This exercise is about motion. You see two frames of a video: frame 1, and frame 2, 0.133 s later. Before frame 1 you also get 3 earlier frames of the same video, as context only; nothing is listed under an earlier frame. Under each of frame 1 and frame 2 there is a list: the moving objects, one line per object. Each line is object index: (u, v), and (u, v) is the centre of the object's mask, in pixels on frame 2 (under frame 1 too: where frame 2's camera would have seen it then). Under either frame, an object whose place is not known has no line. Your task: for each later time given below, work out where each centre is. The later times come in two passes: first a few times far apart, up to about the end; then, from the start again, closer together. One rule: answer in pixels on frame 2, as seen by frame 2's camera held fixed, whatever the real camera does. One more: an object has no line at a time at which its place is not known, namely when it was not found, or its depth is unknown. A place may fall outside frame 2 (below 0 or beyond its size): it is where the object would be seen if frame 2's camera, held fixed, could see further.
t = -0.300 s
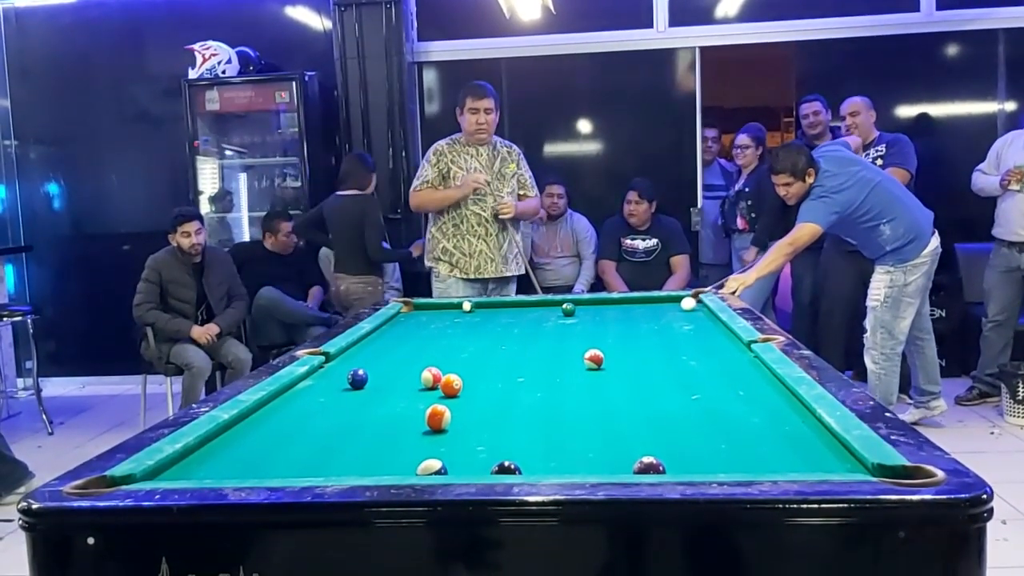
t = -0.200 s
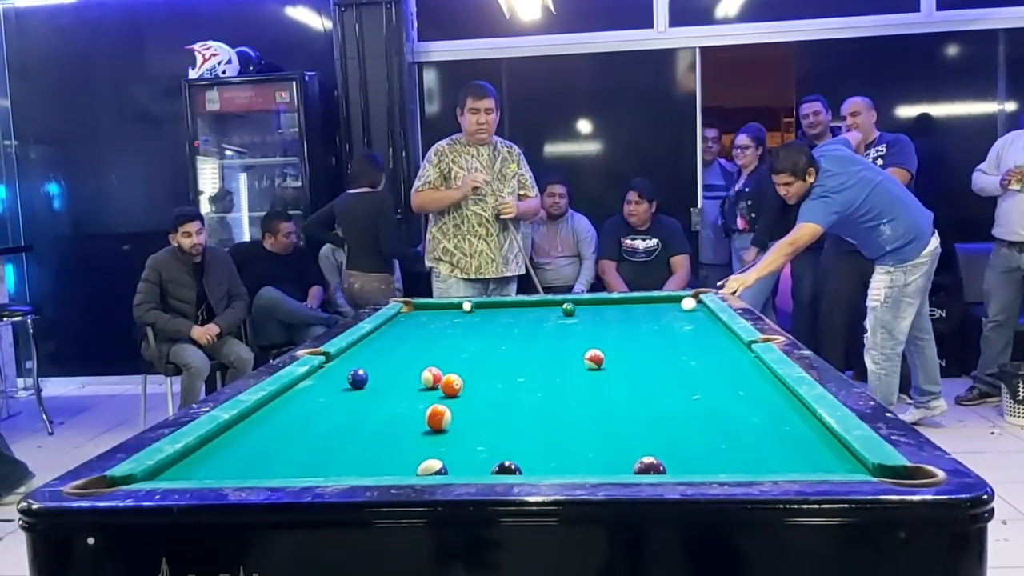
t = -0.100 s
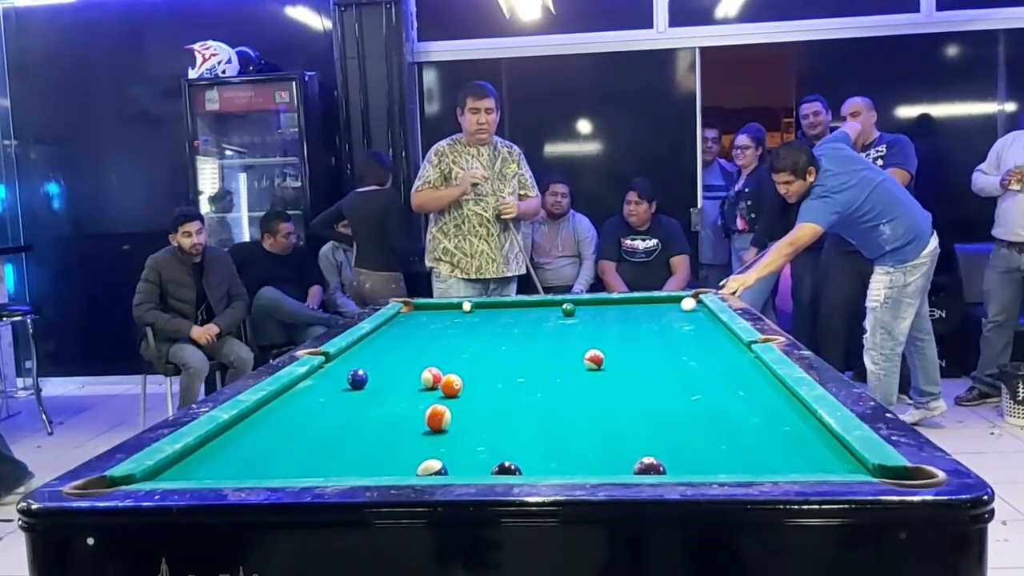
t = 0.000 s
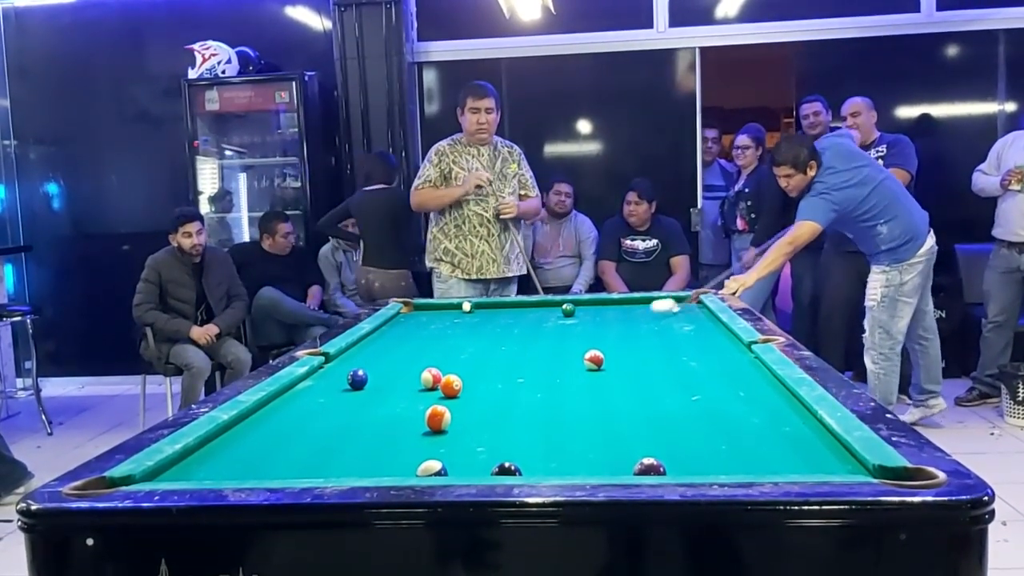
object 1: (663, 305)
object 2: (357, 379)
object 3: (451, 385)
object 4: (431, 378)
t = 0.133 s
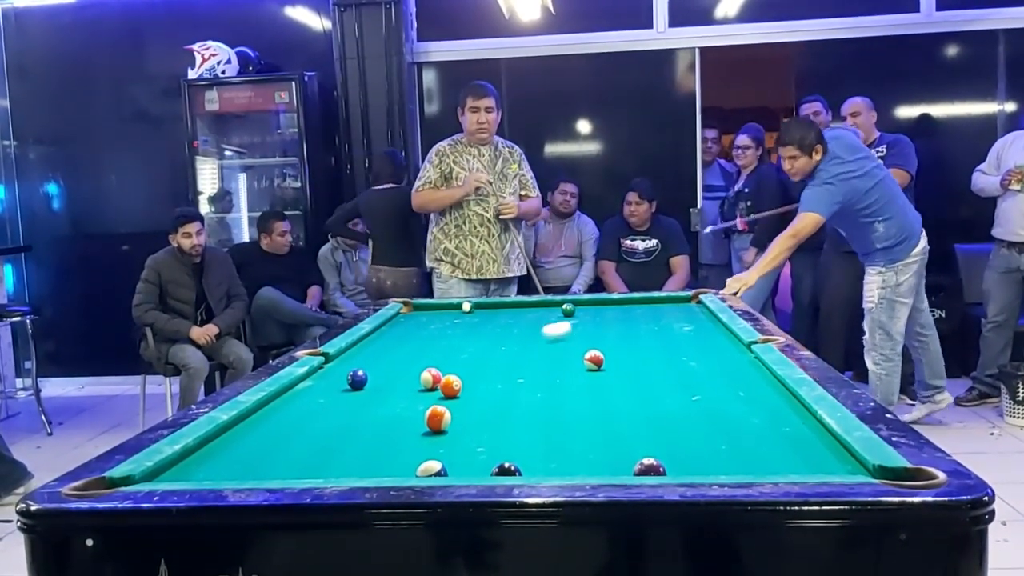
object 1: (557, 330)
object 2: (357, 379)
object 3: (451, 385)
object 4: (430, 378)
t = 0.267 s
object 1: (427, 358)
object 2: (357, 379)
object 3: (451, 385)
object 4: (431, 378)
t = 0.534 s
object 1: (362, 366)
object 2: (215, 446)
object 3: (451, 385)
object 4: (430, 378)
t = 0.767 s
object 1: (445, 354)
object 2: (217, 457)
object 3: (451, 385)
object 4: (430, 378)
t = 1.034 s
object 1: (526, 341)
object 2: (325, 423)
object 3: (451, 385)
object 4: (430, 378)
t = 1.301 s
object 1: (596, 330)
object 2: (401, 397)
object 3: (451, 385)
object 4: (430, 378)
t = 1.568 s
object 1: (657, 321)
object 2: (444, 382)
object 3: (470, 384)
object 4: (427, 374)
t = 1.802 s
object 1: (703, 314)
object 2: (469, 377)
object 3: (495, 383)
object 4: (422, 367)
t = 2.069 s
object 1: (671, 311)
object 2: (493, 372)
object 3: (520, 381)
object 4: (416, 360)
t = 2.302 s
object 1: (643, 309)
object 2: (511, 368)
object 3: (538, 381)
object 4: (411, 354)
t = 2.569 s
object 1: (615, 307)
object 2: (528, 364)
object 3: (554, 380)
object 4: (406, 349)
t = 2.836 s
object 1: (590, 306)
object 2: (542, 361)
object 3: (565, 379)
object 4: (403, 344)
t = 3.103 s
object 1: (567, 302)
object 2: (552, 359)
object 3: (572, 378)
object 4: (399, 340)
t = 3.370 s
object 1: (548, 303)
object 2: (558, 357)
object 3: (574, 378)
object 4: (396, 337)
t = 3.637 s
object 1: (534, 303)
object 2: (561, 356)
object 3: (574, 378)
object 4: (395, 335)
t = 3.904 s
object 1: (524, 304)
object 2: (562, 356)
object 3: (574, 378)
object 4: (394, 333)
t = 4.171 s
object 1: (515, 305)
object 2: (562, 356)
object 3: (574, 378)
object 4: (393, 331)
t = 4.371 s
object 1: (511, 306)
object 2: (562, 356)
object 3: (574, 378)
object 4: (393, 330)
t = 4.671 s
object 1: (506, 307)
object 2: (562, 356)
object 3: (574, 378)
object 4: (393, 329)
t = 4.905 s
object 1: (504, 307)
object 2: (562, 356)
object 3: (574, 378)
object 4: (394, 329)
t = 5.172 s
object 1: (504, 307)
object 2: (562, 356)
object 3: (574, 378)
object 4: (394, 329)
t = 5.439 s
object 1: (504, 307)
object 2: (562, 356)
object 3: (574, 378)
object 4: (394, 329)
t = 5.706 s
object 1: (504, 308)
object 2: (562, 356)
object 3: (574, 378)
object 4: (394, 329)
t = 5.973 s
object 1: (504, 308)
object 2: (562, 356)
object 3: (574, 378)
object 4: (394, 329)
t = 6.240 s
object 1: (503, 307)
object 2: (562, 355)
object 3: (573, 377)
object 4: (394, 328)
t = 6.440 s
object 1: (504, 307)
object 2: (562, 356)
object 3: (574, 378)
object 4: (394, 329)
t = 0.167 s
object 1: (527, 337)
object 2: (357, 379)
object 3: (451, 385)
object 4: (431, 378)
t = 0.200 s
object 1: (496, 344)
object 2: (357, 379)
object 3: (451, 385)
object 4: (431, 378)
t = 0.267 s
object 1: (427, 358)
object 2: (357, 379)
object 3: (451, 385)
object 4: (431, 378)
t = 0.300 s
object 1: (391, 368)
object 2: (357, 379)
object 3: (451, 385)
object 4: (431, 378)
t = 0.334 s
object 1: (361, 371)
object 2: (350, 382)
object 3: (451, 385)
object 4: (431, 378)
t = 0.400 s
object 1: (320, 373)
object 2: (310, 402)
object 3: (451, 385)
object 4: (431, 378)
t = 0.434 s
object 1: (321, 372)
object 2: (289, 411)
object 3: (451, 385)
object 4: (431, 378)
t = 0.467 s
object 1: (336, 370)
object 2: (264, 423)
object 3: (451, 385)
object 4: (431, 378)
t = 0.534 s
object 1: (362, 366)
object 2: (215, 446)
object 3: (451, 385)
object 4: (430, 378)
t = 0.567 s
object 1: (375, 364)
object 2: (190, 459)
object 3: (451, 385)
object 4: (431, 378)
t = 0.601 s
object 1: (387, 362)
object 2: (167, 469)
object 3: (451, 385)
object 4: (431, 378)
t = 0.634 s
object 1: (399, 361)
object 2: (153, 475)
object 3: (451, 385)
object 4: (431, 378)
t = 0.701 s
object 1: (423, 357)
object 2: (175, 462)
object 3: (451, 385)
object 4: (430, 378)
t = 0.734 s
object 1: (434, 355)
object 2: (195, 456)
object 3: (451, 385)
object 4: (431, 378)
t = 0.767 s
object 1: (445, 354)
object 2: (217, 457)
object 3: (451, 385)
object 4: (430, 378)
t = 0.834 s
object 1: (466, 350)
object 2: (251, 445)
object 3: (451, 385)
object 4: (430, 378)
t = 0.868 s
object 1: (477, 349)
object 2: (265, 442)
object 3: (451, 385)
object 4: (430, 378)
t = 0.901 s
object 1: (487, 347)
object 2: (278, 439)
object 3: (451, 385)
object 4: (430, 378)
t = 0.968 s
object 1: (507, 344)
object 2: (302, 430)
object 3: (451, 385)
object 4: (430, 378)
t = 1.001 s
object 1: (517, 342)
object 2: (313, 427)
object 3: (451, 385)
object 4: (430, 378)
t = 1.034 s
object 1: (526, 341)
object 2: (325, 423)
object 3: (451, 385)
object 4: (430, 378)
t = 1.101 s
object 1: (545, 338)
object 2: (346, 416)
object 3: (451, 385)
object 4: (430, 378)
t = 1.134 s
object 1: (554, 337)
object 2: (356, 412)
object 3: (451, 385)
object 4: (430, 378)
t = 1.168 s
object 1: (563, 336)
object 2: (365, 409)
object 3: (451, 385)
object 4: (430, 378)
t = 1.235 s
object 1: (579, 333)
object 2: (384, 402)
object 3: (451, 385)
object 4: (430, 378)
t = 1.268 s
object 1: (588, 332)
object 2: (392, 400)
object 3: (451, 385)
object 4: (430, 378)
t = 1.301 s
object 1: (596, 330)
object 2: (401, 397)
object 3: (451, 385)
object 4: (430, 378)
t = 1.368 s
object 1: (612, 328)
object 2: (417, 391)
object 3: (451, 385)
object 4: (431, 377)
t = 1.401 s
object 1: (620, 327)
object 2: (425, 388)
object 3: (451, 385)
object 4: (432, 375)
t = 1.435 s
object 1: (627, 326)
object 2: (429, 386)
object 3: (454, 384)
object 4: (431, 373)
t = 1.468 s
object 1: (635, 324)
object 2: (431, 383)
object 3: (458, 385)
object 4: (429, 372)
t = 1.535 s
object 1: (649, 322)
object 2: (440, 382)
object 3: (466, 384)
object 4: (427, 374)
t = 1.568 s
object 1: (657, 321)
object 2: (444, 382)
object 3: (470, 384)
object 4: (427, 374)
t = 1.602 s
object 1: (664, 320)
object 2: (448, 381)
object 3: (474, 384)
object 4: (427, 373)
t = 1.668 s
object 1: (677, 318)
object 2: (455, 379)
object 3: (481, 384)
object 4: (425, 371)
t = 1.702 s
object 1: (684, 317)
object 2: (458, 379)
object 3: (485, 383)
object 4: (424, 370)
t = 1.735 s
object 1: (691, 316)
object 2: (462, 378)
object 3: (488, 383)
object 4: (423, 369)
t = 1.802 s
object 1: (703, 314)
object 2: (469, 377)
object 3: (495, 383)
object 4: (422, 367)
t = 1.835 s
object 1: (704, 313)
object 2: (472, 376)
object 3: (498, 383)
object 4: (421, 366)
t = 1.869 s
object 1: (698, 313)
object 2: (475, 375)
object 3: (502, 382)
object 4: (420, 365)
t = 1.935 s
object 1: (689, 312)
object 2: (481, 374)
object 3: (508, 382)
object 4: (419, 363)
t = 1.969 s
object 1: (684, 312)
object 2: (484, 373)
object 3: (511, 382)
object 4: (418, 362)
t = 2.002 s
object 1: (680, 312)
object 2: (487, 373)
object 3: (514, 382)
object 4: (417, 361)
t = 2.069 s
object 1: (671, 311)
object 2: (493, 372)
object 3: (520, 381)
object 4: (416, 360)
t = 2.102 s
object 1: (667, 311)
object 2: (496, 371)
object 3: (522, 381)
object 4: (415, 359)
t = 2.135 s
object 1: (663, 311)
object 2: (499, 370)
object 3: (525, 381)
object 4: (414, 358)
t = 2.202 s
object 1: (655, 310)
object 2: (504, 370)
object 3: (530, 381)
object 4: (413, 356)
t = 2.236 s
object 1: (651, 310)
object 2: (506, 369)
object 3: (533, 381)
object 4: (412, 355)
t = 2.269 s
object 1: (647, 310)
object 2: (509, 368)
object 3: (535, 381)
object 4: (412, 355)
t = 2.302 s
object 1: (643, 309)
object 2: (511, 368)
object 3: (538, 381)
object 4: (411, 354)
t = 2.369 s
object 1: (636, 309)
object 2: (516, 367)
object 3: (542, 381)
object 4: (410, 353)
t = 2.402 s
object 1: (632, 309)
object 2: (518, 366)
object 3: (544, 380)
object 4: (409, 352)
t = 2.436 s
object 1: (628, 308)
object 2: (520, 366)
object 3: (546, 380)
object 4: (409, 351)
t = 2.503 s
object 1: (621, 308)
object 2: (524, 365)
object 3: (550, 380)
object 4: (408, 350)
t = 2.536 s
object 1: (618, 307)
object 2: (526, 365)
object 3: (552, 380)
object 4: (407, 349)
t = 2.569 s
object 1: (615, 307)
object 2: (528, 364)
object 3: (554, 380)
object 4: (406, 349)
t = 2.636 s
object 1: (608, 307)
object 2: (532, 364)
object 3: (557, 379)
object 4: (405, 348)
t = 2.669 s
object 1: (605, 307)
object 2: (533, 363)
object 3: (558, 379)
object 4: (405, 347)
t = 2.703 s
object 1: (602, 306)
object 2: (535, 363)
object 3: (560, 379)
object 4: (404, 347)
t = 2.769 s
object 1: (596, 306)
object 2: (538, 362)
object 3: (563, 379)
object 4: (403, 345)
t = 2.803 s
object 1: (593, 306)
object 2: (540, 362)
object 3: (564, 379)
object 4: (403, 345)
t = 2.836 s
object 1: (590, 306)
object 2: (542, 361)
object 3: (565, 379)
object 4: (403, 344)
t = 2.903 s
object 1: (584, 305)
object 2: (545, 361)
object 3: (567, 378)
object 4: (402, 343)
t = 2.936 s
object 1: (581, 305)
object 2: (546, 361)
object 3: (568, 378)
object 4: (401, 343)
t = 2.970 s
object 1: (579, 304)
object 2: (547, 360)
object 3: (569, 378)
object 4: (401, 342)
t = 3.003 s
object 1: (577, 304)
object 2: (548, 360)
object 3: (570, 378)
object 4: (400, 342)
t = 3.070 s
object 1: (571, 302)
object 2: (551, 360)
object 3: (571, 378)
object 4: (400, 341)
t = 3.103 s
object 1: (567, 302)
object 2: (552, 359)
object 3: (572, 378)
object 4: (399, 340)
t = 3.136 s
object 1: (564, 302)
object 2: (553, 359)
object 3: (572, 378)
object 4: (399, 340)
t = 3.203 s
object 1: (560, 303)
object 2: (554, 359)
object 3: (573, 378)
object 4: (398, 339)
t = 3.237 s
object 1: (557, 303)
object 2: (555, 358)
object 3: (573, 378)
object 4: (398, 339)
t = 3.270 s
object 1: (555, 303)
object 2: (556, 358)
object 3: (573, 378)
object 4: (397, 338)
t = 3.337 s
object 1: (551, 303)
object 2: (558, 357)
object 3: (574, 378)
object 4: (397, 338)
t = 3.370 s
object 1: (548, 303)
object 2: (558, 357)
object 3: (574, 378)
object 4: (396, 337)
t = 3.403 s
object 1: (546, 302)
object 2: (559, 357)
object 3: (574, 378)
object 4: (396, 337)
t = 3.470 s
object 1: (542, 302)
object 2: (560, 357)
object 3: (574, 378)
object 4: (396, 336)
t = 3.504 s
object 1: (539, 302)
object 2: (560, 357)
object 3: (574, 378)
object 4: (396, 336)
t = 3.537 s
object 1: (538, 302)
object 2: (561, 357)
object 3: (574, 378)
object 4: (395, 336)
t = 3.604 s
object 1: (535, 303)
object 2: (561, 356)
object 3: (574, 378)
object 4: (395, 335)
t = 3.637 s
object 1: (534, 303)
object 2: (561, 356)
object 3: (574, 378)
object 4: (395, 335)
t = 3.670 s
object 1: (532, 303)
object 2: (562, 356)
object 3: (574, 378)
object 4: (395, 334)
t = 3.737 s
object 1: (530, 304)
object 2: (562, 356)
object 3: (574, 378)
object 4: (394, 334)
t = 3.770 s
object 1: (528, 303)
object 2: (562, 356)
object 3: (574, 378)
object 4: (394, 333)
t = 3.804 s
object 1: (527, 304)
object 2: (562, 356)
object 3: (574, 378)
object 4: (394, 333)
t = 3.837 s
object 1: (526, 304)
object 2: (562, 356)
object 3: (574, 378)
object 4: (394, 333)
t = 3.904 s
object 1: (524, 304)
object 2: (562, 356)
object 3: (574, 378)
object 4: (394, 333)
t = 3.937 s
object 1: (522, 304)
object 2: (562, 356)
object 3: (574, 378)
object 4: (394, 332)
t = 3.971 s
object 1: (521, 304)
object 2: (562, 356)
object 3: (574, 378)
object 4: (393, 332)
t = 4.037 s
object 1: (519, 305)
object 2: (562, 356)
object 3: (574, 378)
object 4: (393, 331)
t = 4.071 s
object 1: (518, 305)
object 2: (562, 356)
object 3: (574, 378)
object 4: (393, 331)
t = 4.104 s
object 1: (517, 305)
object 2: (562, 356)
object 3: (574, 378)
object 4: (393, 331)
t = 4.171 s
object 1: (515, 305)
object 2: (562, 356)
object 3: (574, 378)
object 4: (393, 331)
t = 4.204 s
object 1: (515, 305)
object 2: (562, 356)
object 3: (574, 378)
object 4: (393, 331)
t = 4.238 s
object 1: (514, 306)
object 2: (562, 356)
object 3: (574, 378)
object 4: (393, 330)
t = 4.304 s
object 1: (512, 306)
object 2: (562, 356)
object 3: (574, 378)
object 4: (393, 330)
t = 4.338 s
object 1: (511, 306)
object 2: (562, 356)
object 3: (574, 378)
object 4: (392, 330)
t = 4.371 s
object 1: (511, 306)
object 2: (562, 356)
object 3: (574, 378)
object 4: (393, 330)
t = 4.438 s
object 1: (509, 306)
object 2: (562, 356)
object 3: (574, 378)
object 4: (392, 330)
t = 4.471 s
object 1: (509, 306)
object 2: (562, 356)
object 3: (574, 378)
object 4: (392, 330)
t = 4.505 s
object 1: (508, 307)
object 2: (562, 356)
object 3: (574, 378)
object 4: (392, 330)
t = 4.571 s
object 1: (507, 307)
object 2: (562, 356)
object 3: (574, 378)
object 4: (392, 329)
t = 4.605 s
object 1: (507, 307)
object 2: (562, 356)
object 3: (574, 378)
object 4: (392, 329)
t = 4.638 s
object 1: (506, 307)
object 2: (562, 356)
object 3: (574, 378)
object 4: (392, 329)
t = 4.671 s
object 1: (506, 307)
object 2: (562, 356)
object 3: (574, 378)
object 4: (393, 329)
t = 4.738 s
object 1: (505, 307)
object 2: (562, 356)
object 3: (574, 378)
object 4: (393, 329)
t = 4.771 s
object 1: (505, 307)
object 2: (562, 356)
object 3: (574, 378)
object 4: (393, 329)
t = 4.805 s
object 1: (505, 307)
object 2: (562, 356)
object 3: (574, 378)
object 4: (393, 329)
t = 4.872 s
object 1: (504, 307)
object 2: (562, 356)
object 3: (574, 378)
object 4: (393, 329)
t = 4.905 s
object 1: (504, 307)
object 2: (562, 356)
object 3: (574, 378)
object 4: (394, 329)
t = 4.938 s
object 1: (504, 307)
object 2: (562, 356)
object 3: (574, 378)
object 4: (394, 329)
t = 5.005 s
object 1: (504, 307)
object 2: (562, 356)
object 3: (574, 378)
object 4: (394, 329)
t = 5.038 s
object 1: (504, 307)
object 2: (562, 356)
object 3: (574, 378)
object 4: (394, 329)
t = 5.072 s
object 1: (504, 307)
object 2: (562, 356)
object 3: (574, 378)
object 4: (394, 329)
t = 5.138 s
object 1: (504, 307)
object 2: (562, 356)
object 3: (574, 378)
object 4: (394, 329)
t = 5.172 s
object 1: (504, 307)
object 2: (562, 356)
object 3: (574, 378)
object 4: (394, 329)
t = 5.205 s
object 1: (504, 307)
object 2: (562, 356)
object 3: (574, 378)
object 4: (394, 329)
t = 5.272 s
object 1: (504, 308)
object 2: (562, 356)
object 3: (574, 378)
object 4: (394, 329)
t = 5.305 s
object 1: (504, 308)
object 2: (562, 356)
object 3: (574, 378)
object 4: (394, 329)
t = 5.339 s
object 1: (504, 307)
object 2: (562, 356)
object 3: (574, 378)
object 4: (394, 329)
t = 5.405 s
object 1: (504, 307)
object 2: (562, 356)
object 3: (574, 378)
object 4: (394, 329)
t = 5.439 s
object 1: (504, 307)
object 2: (562, 356)
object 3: (574, 378)
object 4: (394, 329)
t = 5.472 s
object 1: (504, 307)
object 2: (562, 356)
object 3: (574, 378)
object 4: (394, 329)
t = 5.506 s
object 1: (504, 307)
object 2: (562, 356)
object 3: (574, 378)
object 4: (394, 329)
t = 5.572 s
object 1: (504, 307)
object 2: (562, 356)
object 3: (574, 378)
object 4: (394, 329)
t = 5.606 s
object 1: (504, 307)
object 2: (562, 356)
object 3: (574, 378)
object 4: (394, 329)
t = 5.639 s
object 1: (504, 308)
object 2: (562, 356)
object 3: (574, 378)
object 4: (394, 329)
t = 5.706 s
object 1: (504, 308)
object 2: (562, 356)
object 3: (574, 378)
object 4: (394, 329)
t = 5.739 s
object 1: (504, 308)
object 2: (562, 356)
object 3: (574, 378)
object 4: (394, 329)
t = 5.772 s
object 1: (504, 308)
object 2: (562, 356)
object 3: (574, 378)
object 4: (394, 329)
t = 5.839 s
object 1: (504, 308)
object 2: (562, 356)
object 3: (574, 378)
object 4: (394, 329)
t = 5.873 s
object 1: (504, 307)
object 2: (562, 356)
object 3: (574, 378)
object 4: (394, 329)
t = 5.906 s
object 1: (504, 308)
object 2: (562, 356)
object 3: (574, 378)
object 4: (394, 329)
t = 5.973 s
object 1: (504, 308)
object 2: (562, 356)
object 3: (574, 378)
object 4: (394, 329)
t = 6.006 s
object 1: (504, 308)
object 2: (562, 356)
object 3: (574, 378)
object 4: (394, 329)
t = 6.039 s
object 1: (504, 308)
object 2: (562, 356)
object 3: (574, 378)
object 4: (394, 329)
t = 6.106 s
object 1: (504, 308)
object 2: (562, 356)
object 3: (574, 378)
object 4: (394, 329)
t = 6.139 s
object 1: (504, 308)
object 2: (562, 356)
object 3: (574, 378)
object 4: (394, 329)
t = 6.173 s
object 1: (504, 308)
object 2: (562, 356)
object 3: (574, 377)
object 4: (394, 329)
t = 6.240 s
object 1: (503, 307)
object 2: (562, 355)
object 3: (573, 377)
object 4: (394, 328)
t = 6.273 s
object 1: (504, 307)
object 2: (562, 356)
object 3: (574, 378)
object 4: (394, 329)
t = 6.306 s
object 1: (504, 307)
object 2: (562, 356)
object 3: (574, 378)
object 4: (394, 329)
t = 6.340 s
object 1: (504, 307)
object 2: (562, 356)
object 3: (574, 378)
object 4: (394, 329)
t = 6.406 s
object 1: (504, 307)
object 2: (562, 356)
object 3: (574, 378)
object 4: (394, 329)
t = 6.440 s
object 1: (504, 307)
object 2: (562, 356)
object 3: (574, 378)
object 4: (394, 329)
